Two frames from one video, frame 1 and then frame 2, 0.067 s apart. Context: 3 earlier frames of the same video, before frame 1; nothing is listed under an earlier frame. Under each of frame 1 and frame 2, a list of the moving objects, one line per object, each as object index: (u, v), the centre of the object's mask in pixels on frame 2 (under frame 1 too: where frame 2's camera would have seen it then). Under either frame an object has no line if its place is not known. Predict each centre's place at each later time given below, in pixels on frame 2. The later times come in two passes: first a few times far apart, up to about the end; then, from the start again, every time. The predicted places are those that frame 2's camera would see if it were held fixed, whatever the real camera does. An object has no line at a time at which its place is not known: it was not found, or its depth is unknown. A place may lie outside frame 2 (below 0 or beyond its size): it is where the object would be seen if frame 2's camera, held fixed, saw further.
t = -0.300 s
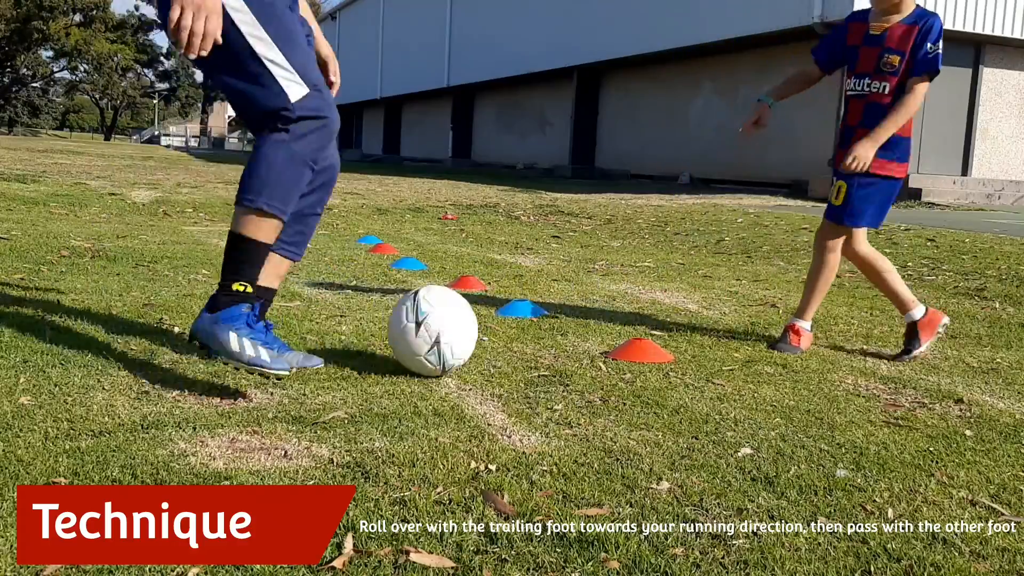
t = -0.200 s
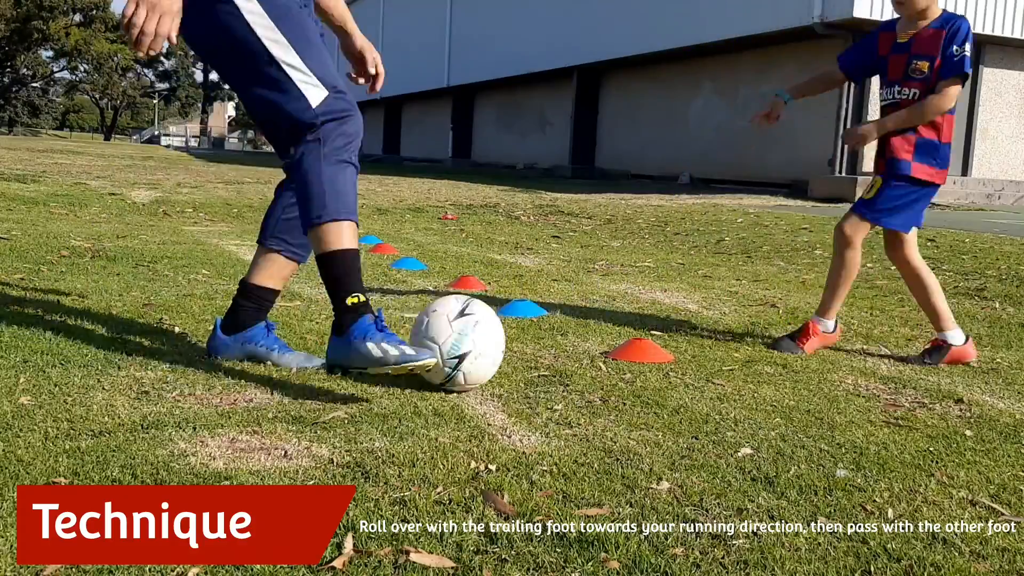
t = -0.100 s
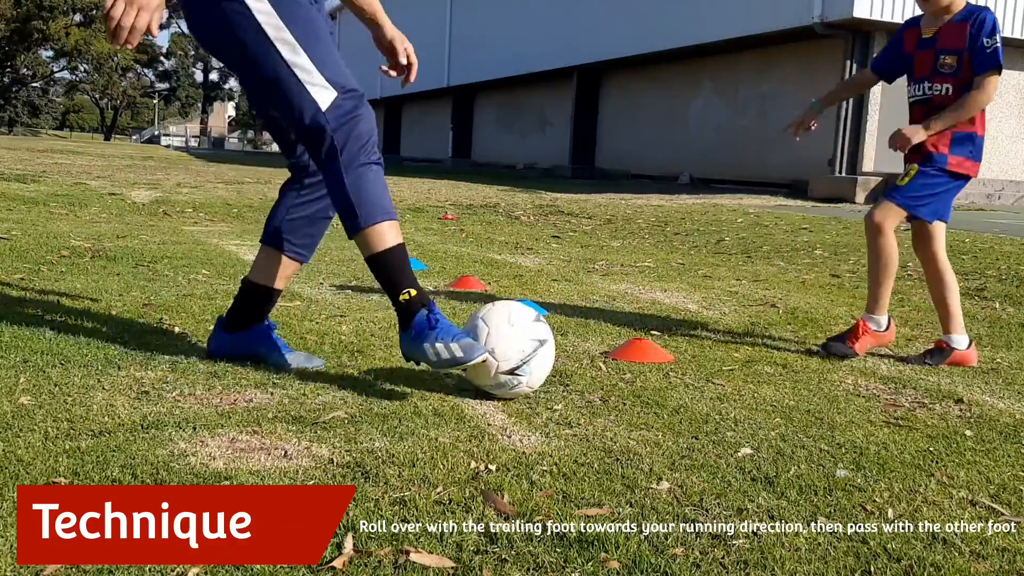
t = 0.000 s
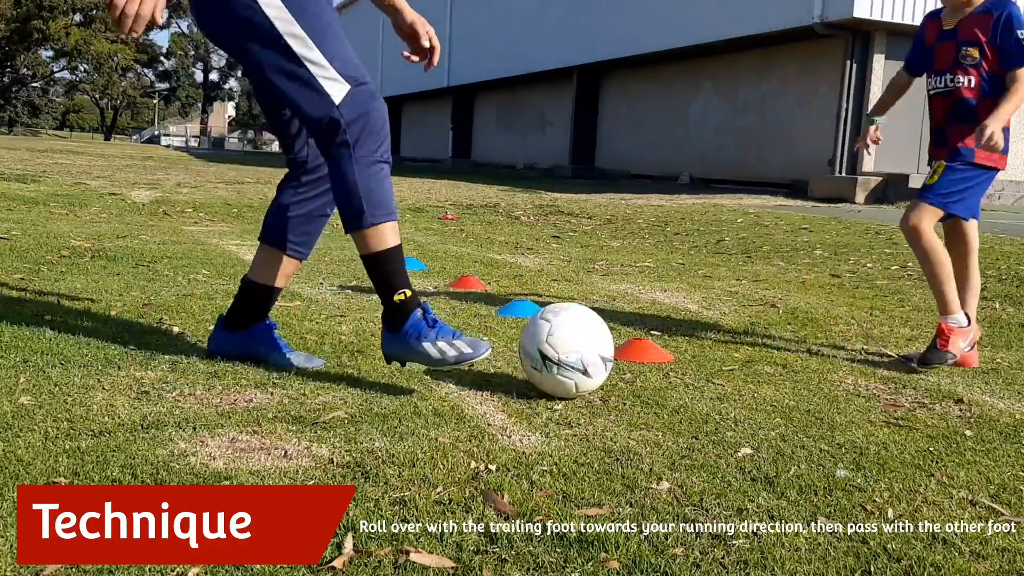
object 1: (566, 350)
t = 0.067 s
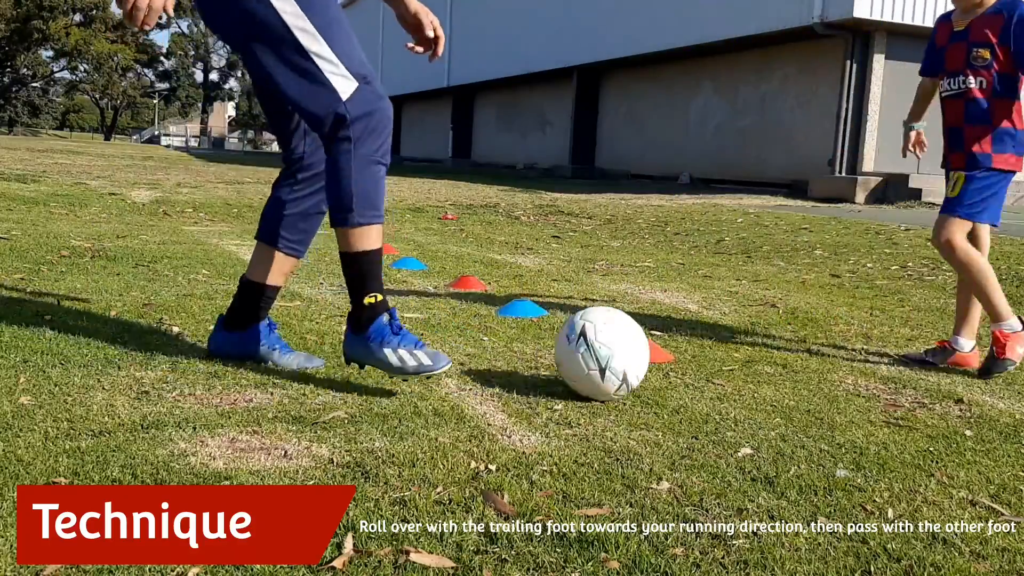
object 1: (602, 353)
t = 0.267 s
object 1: (694, 351)
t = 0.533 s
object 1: (797, 351)
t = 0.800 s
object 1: (878, 352)
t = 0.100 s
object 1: (618, 351)
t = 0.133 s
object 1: (634, 350)
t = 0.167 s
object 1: (650, 352)
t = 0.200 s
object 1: (665, 351)
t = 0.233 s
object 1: (680, 350)
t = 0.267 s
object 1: (694, 351)
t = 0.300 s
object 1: (708, 351)
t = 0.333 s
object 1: (721, 350)
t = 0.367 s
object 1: (735, 350)
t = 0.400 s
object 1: (748, 350)
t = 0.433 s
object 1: (761, 349)
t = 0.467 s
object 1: (773, 349)
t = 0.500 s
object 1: (785, 350)
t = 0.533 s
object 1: (797, 351)
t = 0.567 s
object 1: (808, 349)
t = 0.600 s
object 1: (819, 349)
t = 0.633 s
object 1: (830, 349)
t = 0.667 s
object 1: (840, 350)
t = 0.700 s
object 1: (850, 351)
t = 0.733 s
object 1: (860, 350)
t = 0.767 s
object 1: (869, 351)
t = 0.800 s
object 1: (878, 352)
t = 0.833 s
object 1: (888, 351)
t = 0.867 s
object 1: (897, 351)
